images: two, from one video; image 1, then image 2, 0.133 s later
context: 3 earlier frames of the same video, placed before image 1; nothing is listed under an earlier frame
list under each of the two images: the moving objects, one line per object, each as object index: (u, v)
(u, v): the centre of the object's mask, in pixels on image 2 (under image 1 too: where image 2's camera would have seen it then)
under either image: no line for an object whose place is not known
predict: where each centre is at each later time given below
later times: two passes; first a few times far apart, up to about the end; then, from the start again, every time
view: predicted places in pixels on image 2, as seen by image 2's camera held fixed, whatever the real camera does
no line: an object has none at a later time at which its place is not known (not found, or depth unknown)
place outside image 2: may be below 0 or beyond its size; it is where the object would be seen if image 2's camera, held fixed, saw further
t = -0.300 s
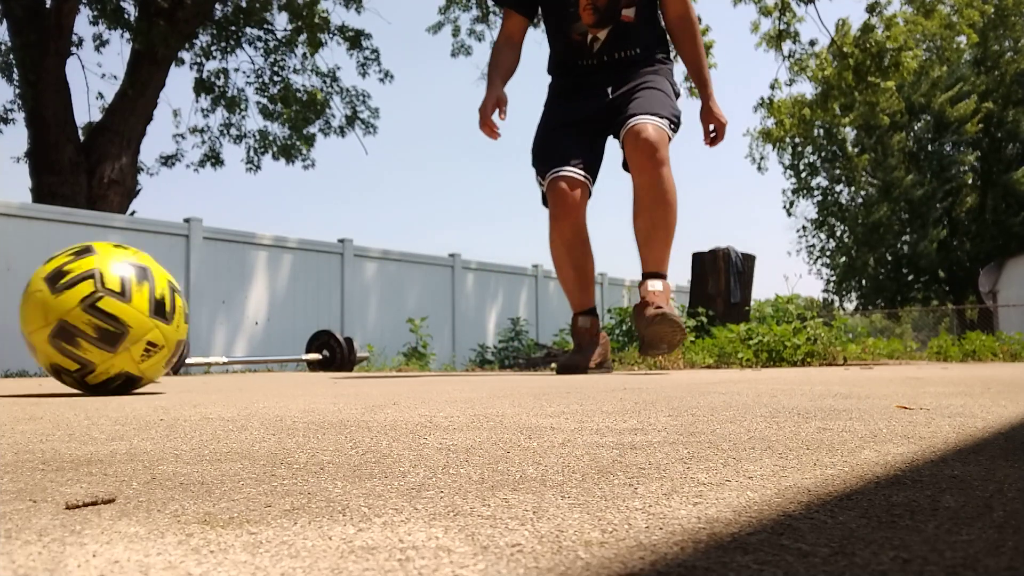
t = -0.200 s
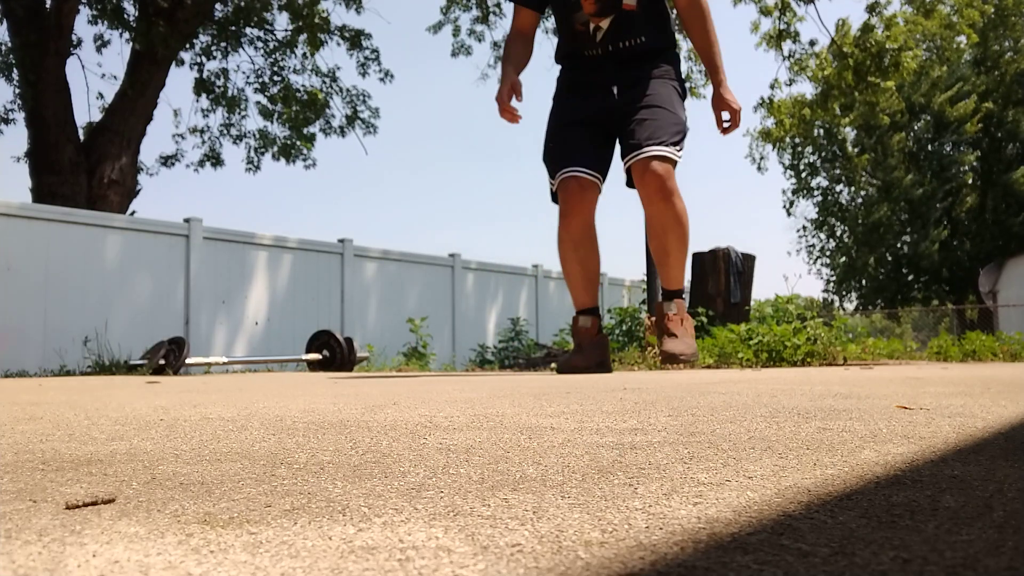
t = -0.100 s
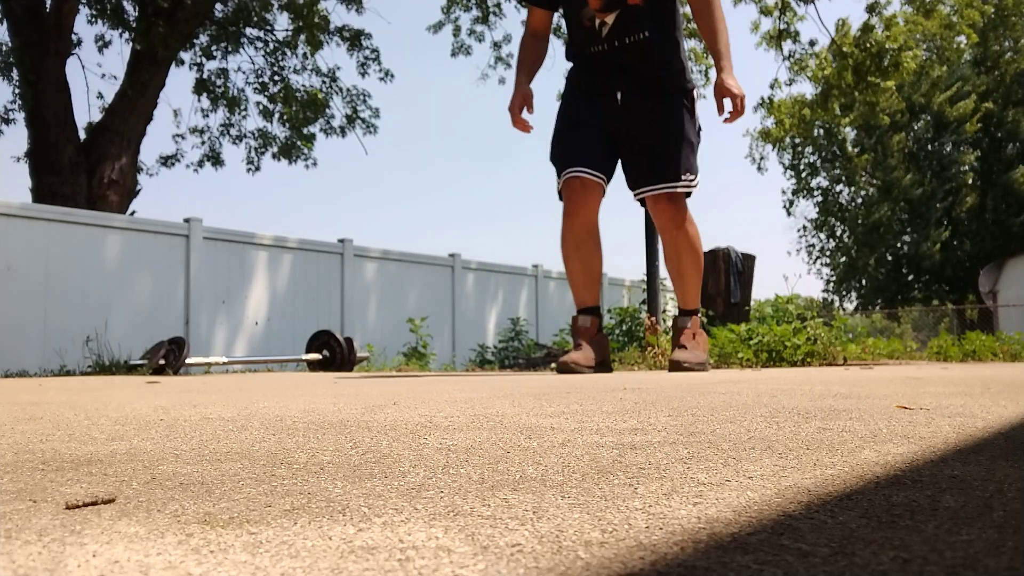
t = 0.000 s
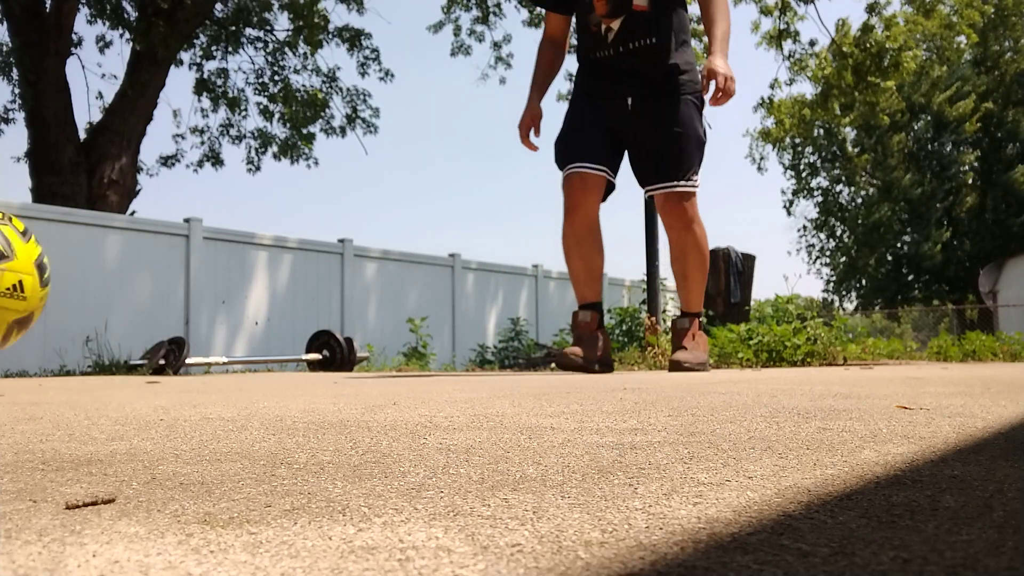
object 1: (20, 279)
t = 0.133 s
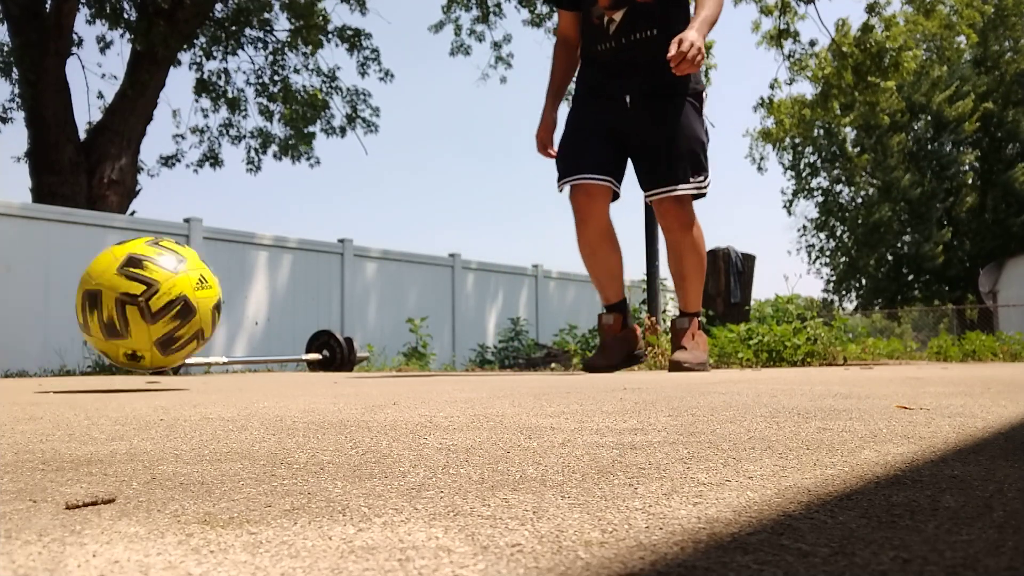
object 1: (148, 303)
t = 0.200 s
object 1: (203, 303)
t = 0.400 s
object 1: (313, 319)
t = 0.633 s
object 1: (399, 327)
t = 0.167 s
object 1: (177, 299)
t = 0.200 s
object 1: (203, 303)
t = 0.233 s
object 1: (228, 312)
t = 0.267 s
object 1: (252, 326)
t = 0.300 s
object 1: (269, 320)
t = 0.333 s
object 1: (284, 314)
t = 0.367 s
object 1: (299, 314)
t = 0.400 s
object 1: (313, 319)
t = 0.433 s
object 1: (326, 329)
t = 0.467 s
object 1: (339, 325)
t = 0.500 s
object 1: (352, 321)
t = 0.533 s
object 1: (364, 323)
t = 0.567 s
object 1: (376, 328)
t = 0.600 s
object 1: (388, 329)
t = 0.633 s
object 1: (399, 327)
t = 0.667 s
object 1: (410, 329)
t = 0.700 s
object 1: (421, 332)
